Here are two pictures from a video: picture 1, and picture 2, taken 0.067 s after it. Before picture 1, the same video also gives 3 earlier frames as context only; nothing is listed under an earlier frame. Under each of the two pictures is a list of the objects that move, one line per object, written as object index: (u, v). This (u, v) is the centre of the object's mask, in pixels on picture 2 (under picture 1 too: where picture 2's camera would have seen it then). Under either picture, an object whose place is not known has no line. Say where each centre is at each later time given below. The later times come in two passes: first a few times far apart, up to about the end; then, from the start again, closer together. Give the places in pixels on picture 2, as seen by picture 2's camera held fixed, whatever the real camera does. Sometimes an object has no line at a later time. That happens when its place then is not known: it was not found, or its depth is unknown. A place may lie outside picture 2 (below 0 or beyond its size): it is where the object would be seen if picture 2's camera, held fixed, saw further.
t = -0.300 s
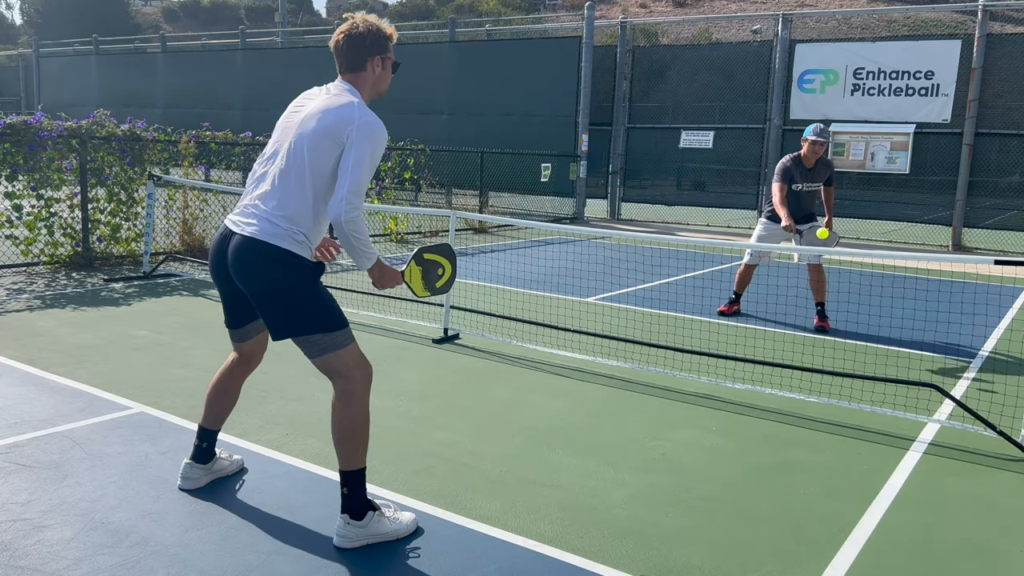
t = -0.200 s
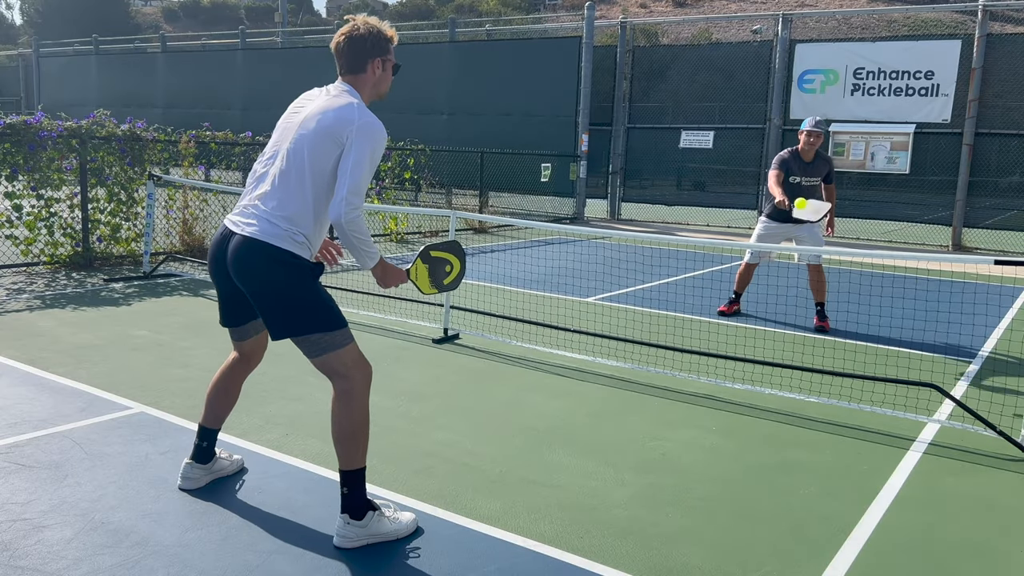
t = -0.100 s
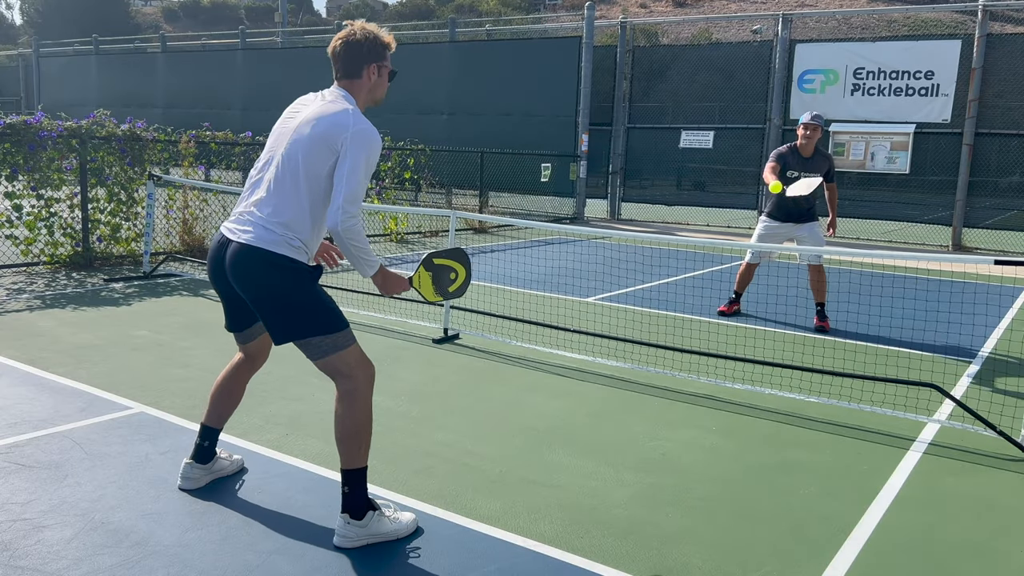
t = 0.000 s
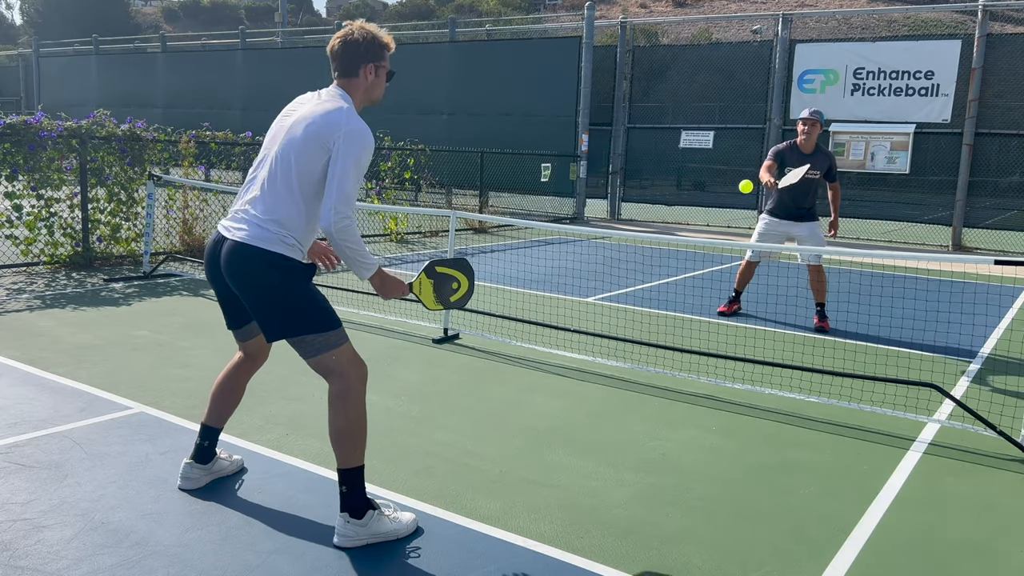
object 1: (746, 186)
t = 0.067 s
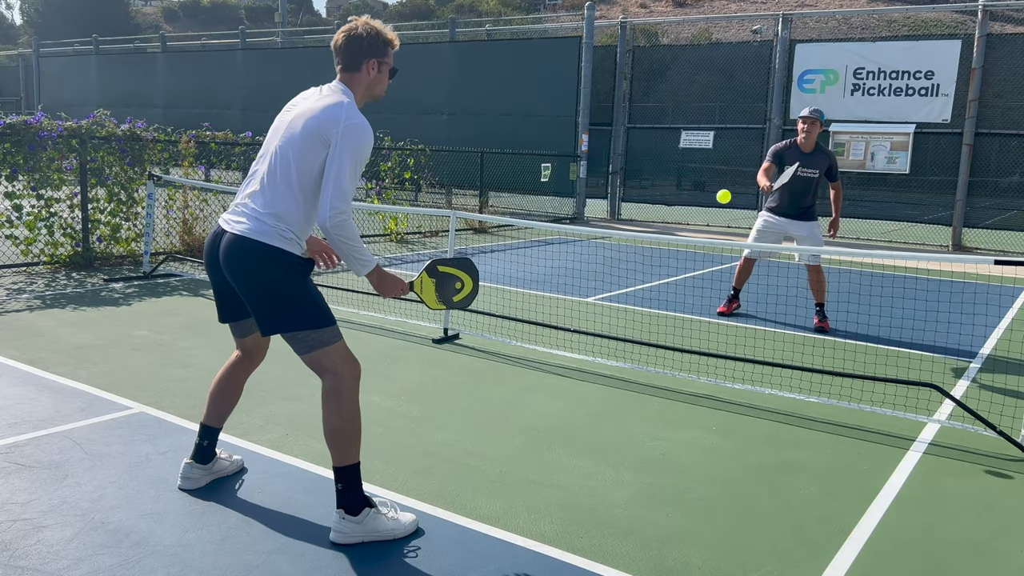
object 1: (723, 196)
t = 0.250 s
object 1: (651, 273)
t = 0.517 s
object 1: (539, 413)
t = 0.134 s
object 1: (699, 215)
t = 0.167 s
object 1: (686, 228)
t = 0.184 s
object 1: (679, 236)
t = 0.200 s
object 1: (672, 244)
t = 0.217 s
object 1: (665, 253)
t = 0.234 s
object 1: (658, 263)
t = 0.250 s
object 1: (651, 273)
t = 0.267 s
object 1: (644, 284)
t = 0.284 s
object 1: (636, 295)
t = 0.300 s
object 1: (628, 308)
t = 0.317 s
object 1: (620, 321)
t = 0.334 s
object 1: (613, 335)
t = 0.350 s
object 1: (605, 350)
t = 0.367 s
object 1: (596, 366)
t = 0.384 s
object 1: (588, 382)
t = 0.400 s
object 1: (579, 400)
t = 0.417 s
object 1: (571, 418)
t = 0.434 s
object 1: (562, 438)
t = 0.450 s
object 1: (555, 448)
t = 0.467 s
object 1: (551, 438)
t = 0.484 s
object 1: (547, 429)
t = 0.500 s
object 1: (543, 421)
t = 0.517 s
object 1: (539, 413)
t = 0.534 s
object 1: (535, 405)
